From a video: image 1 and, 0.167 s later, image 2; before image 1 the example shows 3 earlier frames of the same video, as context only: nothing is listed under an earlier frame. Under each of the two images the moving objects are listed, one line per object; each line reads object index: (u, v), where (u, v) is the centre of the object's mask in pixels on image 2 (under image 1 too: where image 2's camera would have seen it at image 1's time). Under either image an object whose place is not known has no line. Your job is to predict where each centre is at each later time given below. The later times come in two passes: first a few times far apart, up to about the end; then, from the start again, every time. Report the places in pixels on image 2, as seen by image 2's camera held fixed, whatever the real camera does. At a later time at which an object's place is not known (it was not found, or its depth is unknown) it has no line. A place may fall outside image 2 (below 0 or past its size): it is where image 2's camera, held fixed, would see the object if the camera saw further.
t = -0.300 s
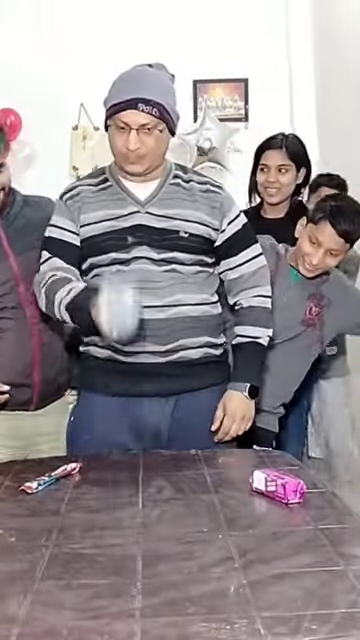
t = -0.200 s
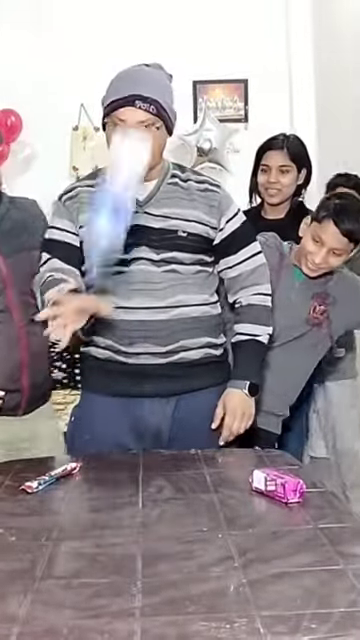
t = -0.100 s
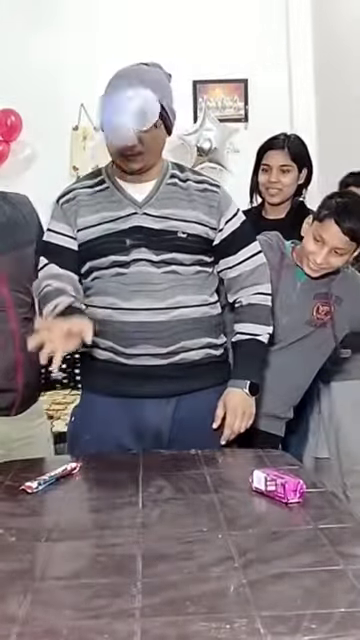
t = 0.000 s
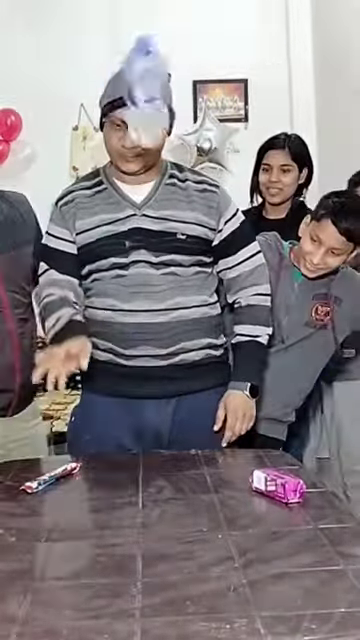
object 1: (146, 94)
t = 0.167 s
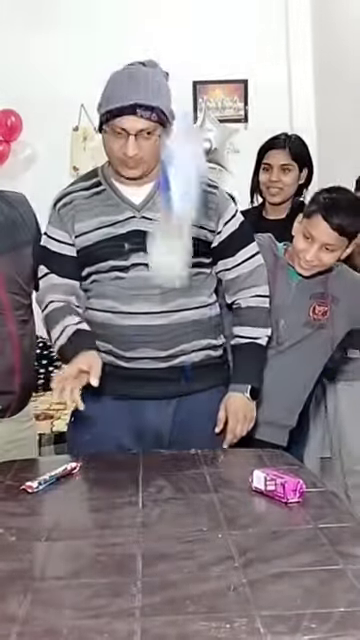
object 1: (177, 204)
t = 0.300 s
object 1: (202, 411)
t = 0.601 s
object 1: (269, 460)
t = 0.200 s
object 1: (182, 249)
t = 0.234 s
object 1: (189, 297)
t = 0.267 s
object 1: (196, 354)
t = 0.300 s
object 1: (202, 411)
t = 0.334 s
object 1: (211, 425)
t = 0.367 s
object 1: (221, 422)
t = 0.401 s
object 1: (230, 425)
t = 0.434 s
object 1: (241, 429)
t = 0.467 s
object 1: (254, 435)
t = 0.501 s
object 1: (264, 447)
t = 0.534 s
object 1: (269, 455)
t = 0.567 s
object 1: (267, 461)
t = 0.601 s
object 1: (269, 460)
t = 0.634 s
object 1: (269, 459)
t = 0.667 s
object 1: (269, 458)
